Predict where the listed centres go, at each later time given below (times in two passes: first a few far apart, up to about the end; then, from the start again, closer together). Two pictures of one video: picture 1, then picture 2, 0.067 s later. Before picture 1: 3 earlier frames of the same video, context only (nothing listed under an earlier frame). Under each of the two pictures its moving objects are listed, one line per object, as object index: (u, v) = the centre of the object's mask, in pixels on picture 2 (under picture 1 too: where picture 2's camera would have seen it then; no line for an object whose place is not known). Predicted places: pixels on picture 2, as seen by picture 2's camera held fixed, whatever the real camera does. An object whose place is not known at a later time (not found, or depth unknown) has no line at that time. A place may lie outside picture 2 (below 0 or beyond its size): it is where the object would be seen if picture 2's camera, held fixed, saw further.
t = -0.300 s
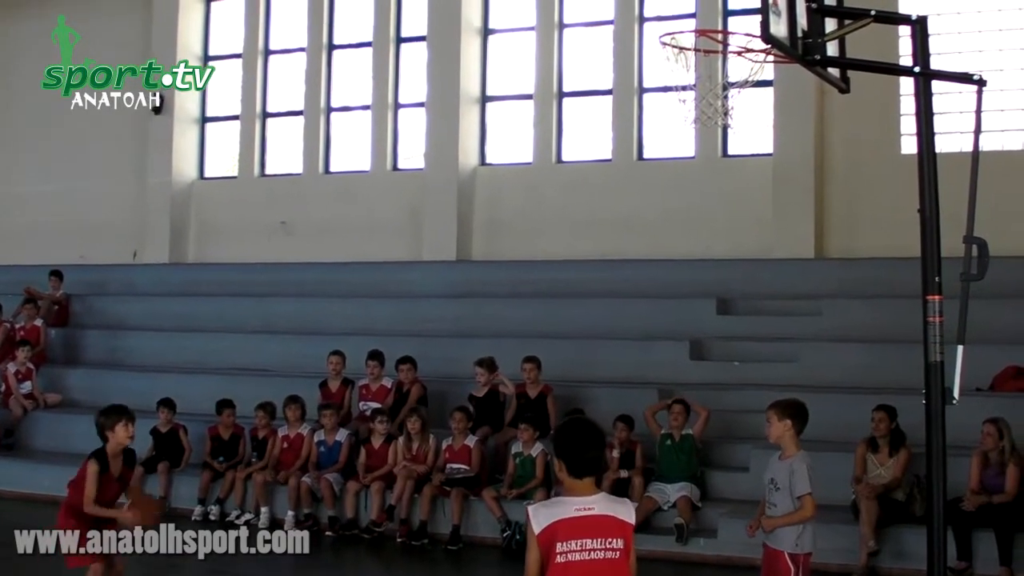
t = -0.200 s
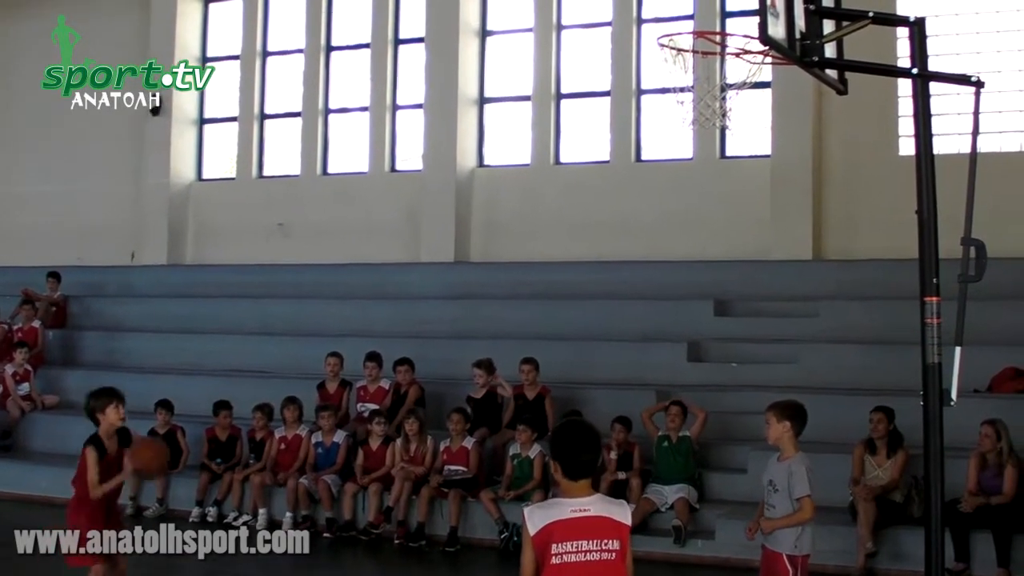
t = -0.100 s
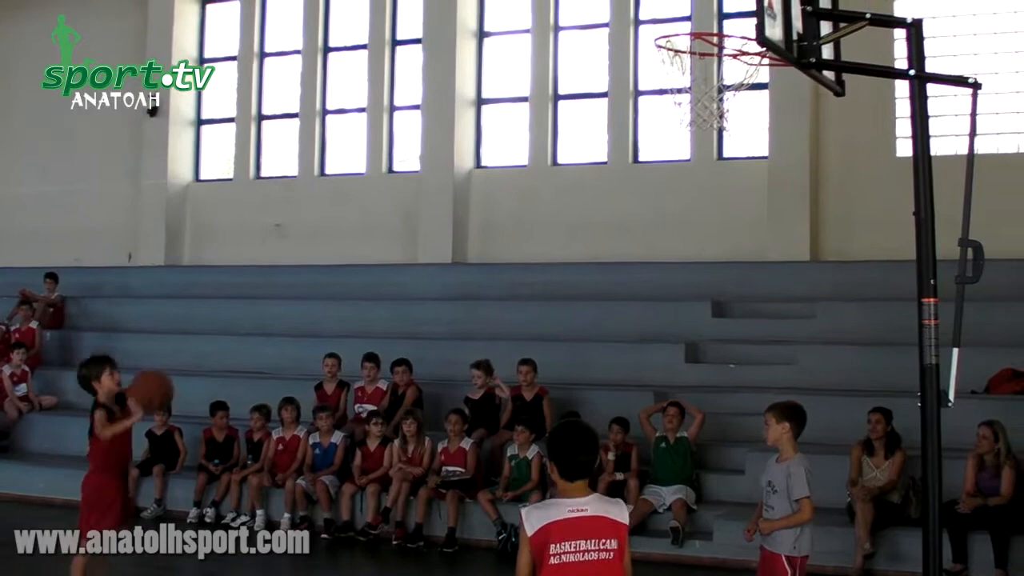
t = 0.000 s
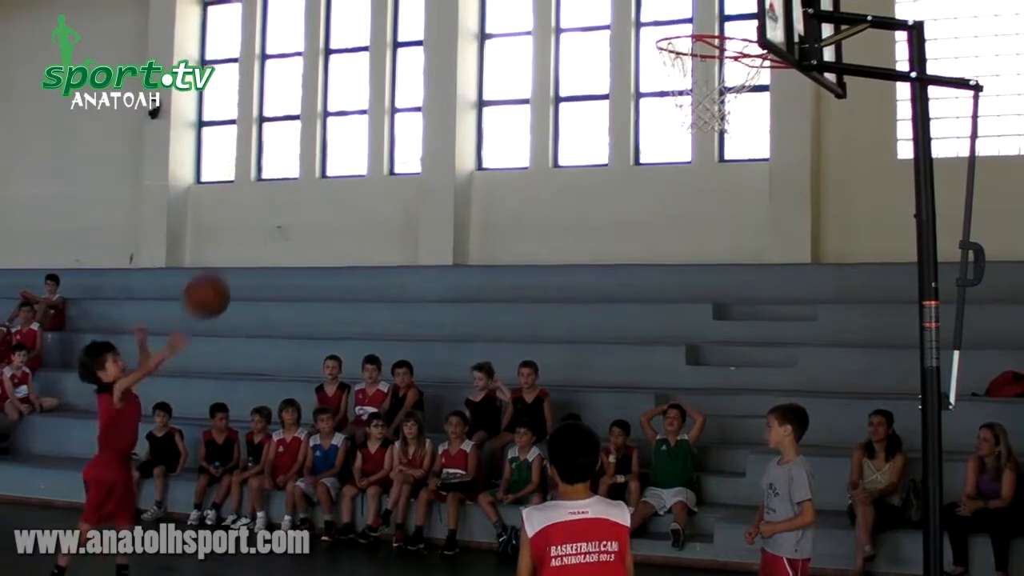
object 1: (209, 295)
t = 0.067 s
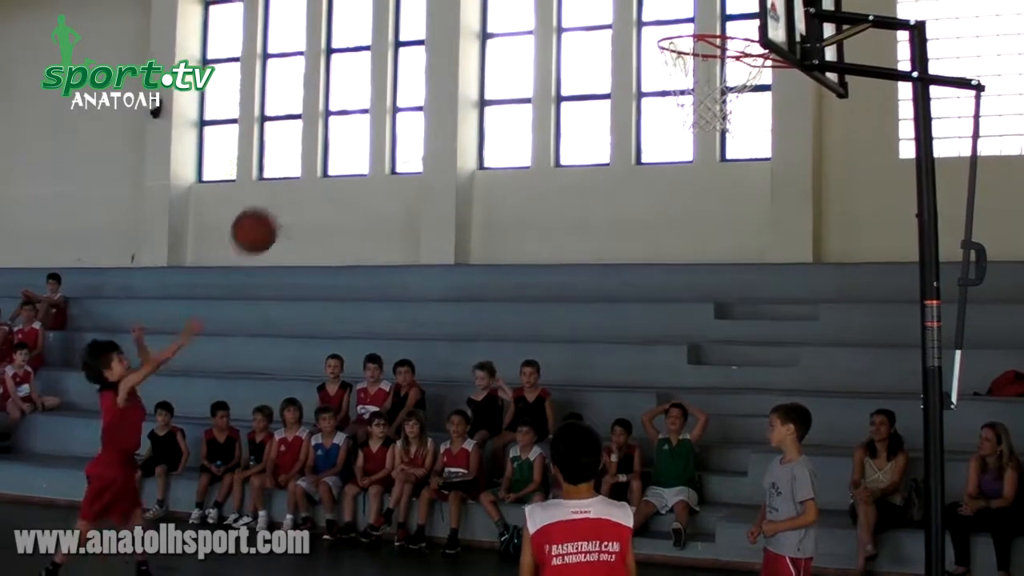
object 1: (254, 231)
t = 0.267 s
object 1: (395, 83)
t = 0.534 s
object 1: (604, 13)
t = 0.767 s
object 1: (715, 37)
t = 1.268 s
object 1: (681, 22)
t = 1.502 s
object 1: (706, 33)
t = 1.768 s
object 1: (740, 139)
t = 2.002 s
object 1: (760, 318)
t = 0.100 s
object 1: (277, 202)
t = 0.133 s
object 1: (301, 175)
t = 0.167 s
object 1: (323, 149)
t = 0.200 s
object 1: (348, 125)
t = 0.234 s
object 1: (374, 102)
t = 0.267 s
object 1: (395, 83)
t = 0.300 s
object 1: (422, 65)
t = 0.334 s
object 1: (446, 50)
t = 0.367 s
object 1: (470, 37)
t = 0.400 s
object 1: (496, 26)
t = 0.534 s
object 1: (604, 13)
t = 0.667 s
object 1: (714, 25)
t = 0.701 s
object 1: (736, 34)
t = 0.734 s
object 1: (725, 34)
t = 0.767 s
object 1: (715, 37)
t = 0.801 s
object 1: (709, 34)
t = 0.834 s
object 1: (706, 25)
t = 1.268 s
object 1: (681, 22)
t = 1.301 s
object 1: (683, 22)
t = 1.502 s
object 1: (706, 33)
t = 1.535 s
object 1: (711, 40)
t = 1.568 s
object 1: (715, 51)
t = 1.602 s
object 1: (720, 64)
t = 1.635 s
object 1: (726, 80)
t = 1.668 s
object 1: (731, 95)
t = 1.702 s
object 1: (736, 109)
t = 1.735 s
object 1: (739, 121)
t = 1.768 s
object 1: (740, 139)
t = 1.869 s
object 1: (750, 198)
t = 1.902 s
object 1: (753, 224)
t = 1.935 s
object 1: (754, 255)
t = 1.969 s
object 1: (757, 285)
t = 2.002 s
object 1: (760, 318)
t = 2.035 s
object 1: (761, 354)
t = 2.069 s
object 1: (762, 393)
